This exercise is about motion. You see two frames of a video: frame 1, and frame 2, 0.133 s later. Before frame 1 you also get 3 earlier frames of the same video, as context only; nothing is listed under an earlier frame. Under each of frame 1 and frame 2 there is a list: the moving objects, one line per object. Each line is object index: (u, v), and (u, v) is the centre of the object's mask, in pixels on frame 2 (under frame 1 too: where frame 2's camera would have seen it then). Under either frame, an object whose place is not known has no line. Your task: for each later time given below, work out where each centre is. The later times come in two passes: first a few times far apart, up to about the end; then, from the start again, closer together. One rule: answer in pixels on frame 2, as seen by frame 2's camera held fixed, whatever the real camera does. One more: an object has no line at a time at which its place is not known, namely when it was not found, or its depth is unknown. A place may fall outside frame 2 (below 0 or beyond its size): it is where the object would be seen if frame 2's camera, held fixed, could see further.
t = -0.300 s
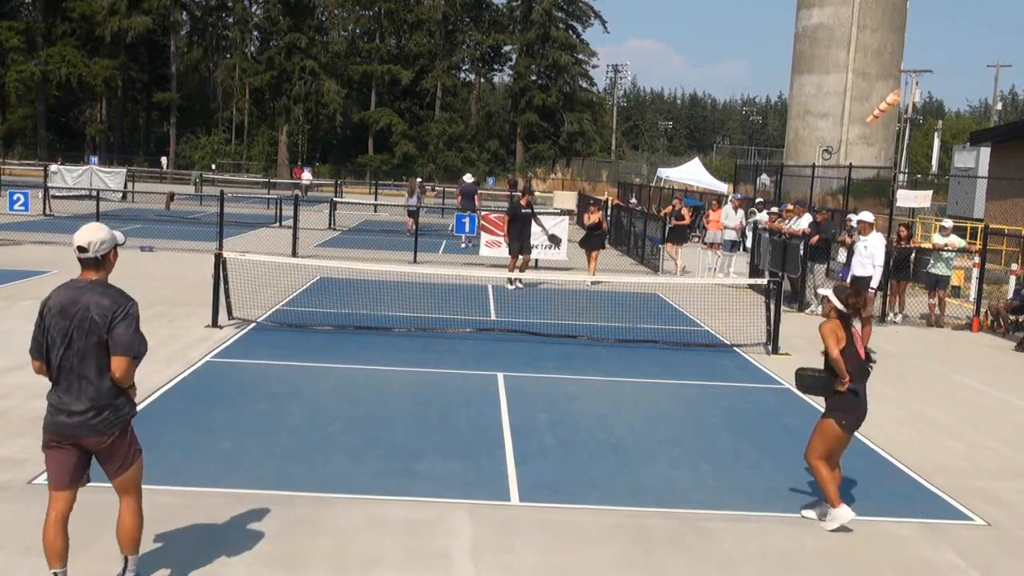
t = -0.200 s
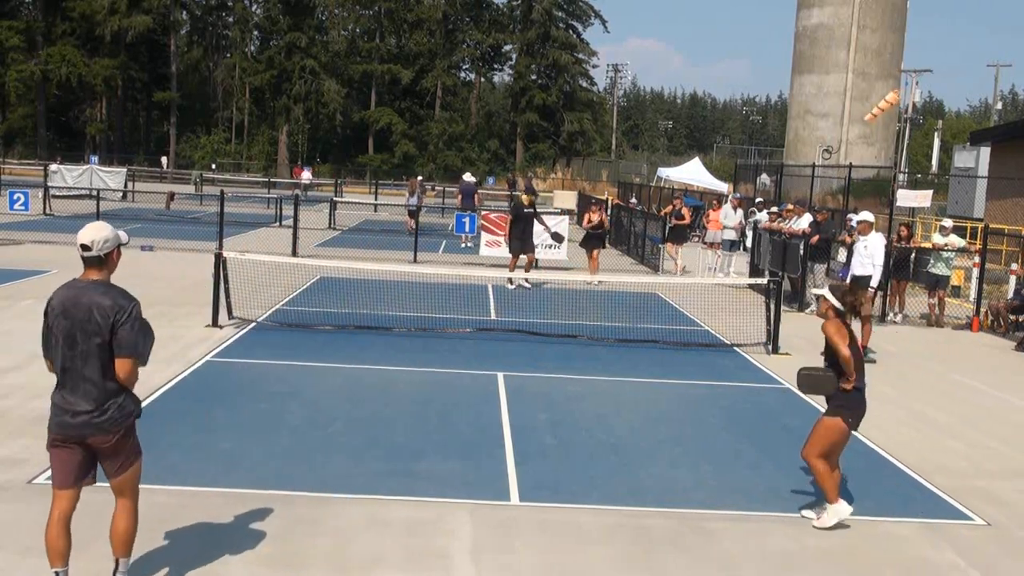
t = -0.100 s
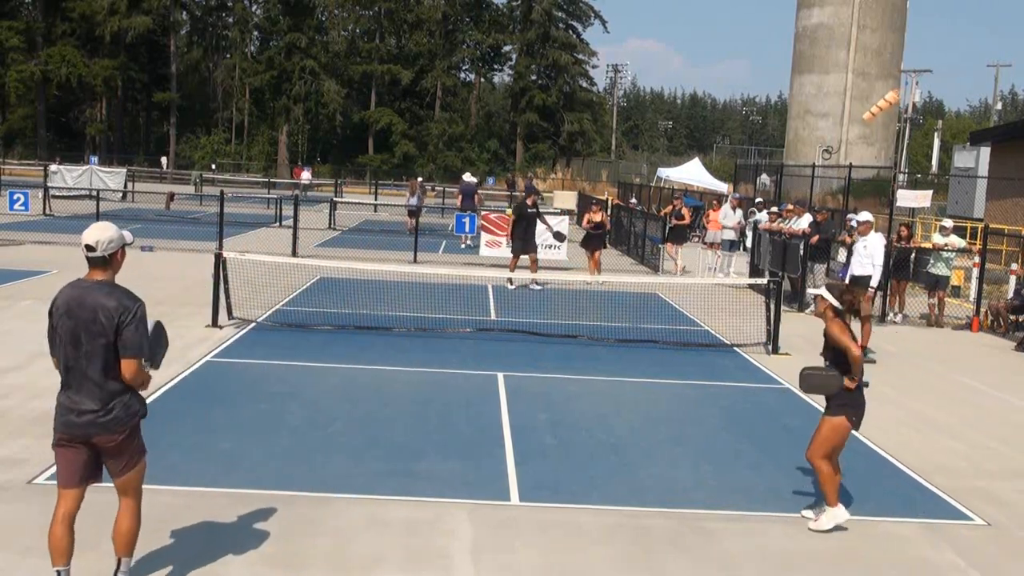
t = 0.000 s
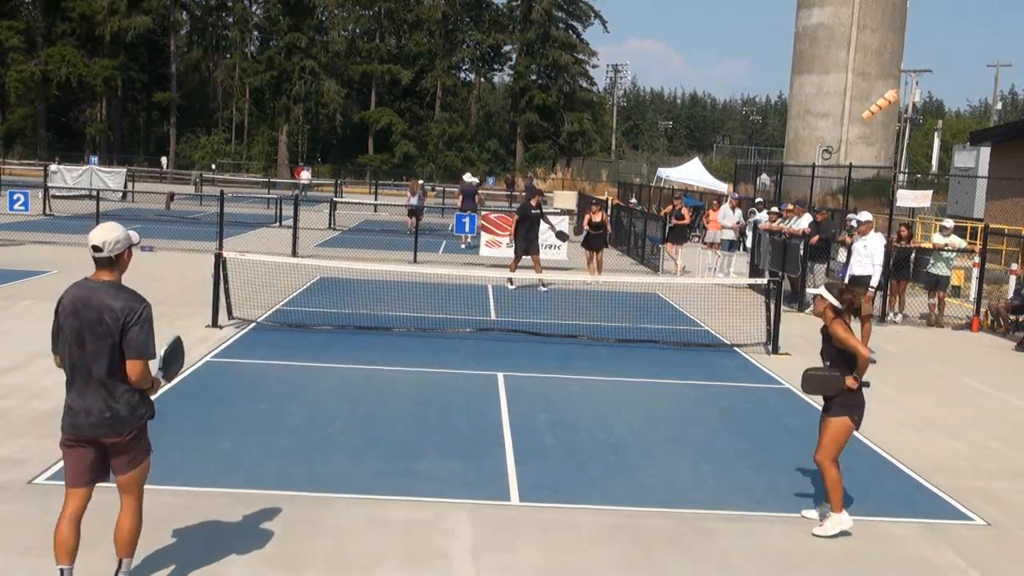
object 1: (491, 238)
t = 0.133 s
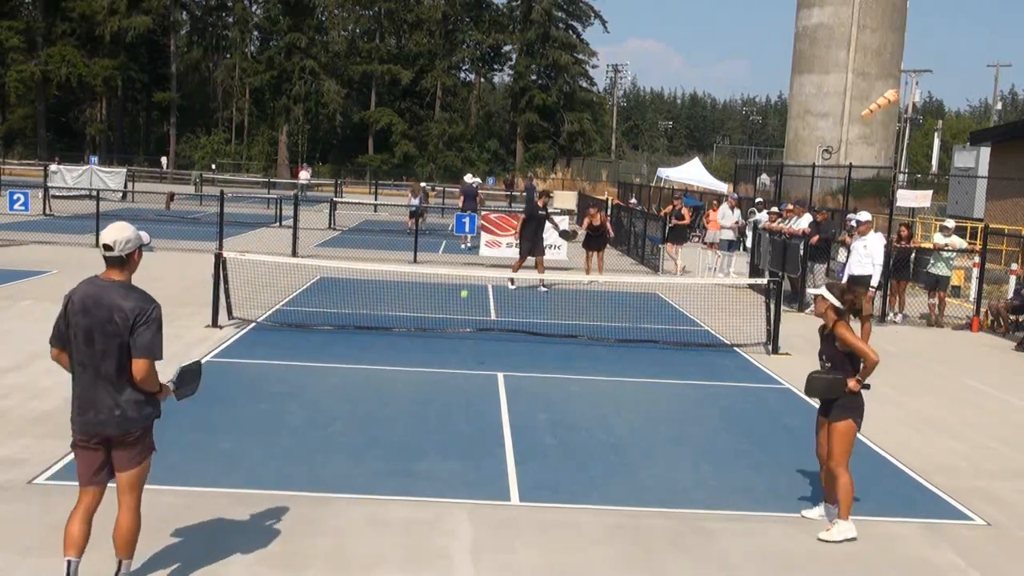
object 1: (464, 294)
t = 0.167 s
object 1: (456, 312)
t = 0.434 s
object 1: (402, 353)
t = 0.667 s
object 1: (351, 344)
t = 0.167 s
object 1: (456, 312)
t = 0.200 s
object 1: (448, 333)
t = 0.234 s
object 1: (440, 354)
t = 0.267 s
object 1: (431, 380)
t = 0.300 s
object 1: (424, 388)
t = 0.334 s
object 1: (419, 377)
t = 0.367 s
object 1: (414, 368)
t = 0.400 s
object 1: (408, 360)
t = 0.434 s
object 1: (402, 353)
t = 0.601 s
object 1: (367, 339)
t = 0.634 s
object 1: (359, 340)
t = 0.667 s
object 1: (351, 344)
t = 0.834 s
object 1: (305, 390)
